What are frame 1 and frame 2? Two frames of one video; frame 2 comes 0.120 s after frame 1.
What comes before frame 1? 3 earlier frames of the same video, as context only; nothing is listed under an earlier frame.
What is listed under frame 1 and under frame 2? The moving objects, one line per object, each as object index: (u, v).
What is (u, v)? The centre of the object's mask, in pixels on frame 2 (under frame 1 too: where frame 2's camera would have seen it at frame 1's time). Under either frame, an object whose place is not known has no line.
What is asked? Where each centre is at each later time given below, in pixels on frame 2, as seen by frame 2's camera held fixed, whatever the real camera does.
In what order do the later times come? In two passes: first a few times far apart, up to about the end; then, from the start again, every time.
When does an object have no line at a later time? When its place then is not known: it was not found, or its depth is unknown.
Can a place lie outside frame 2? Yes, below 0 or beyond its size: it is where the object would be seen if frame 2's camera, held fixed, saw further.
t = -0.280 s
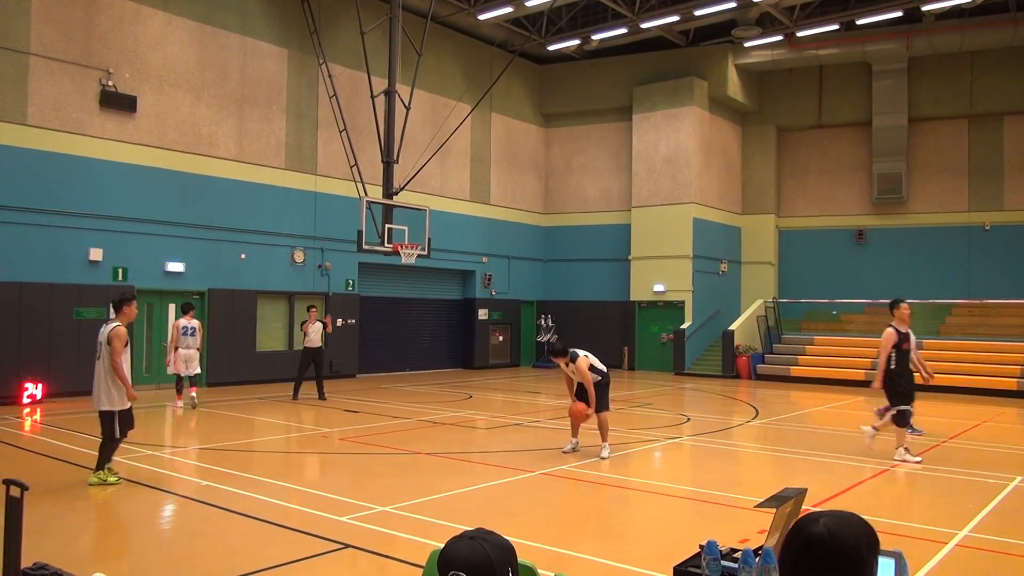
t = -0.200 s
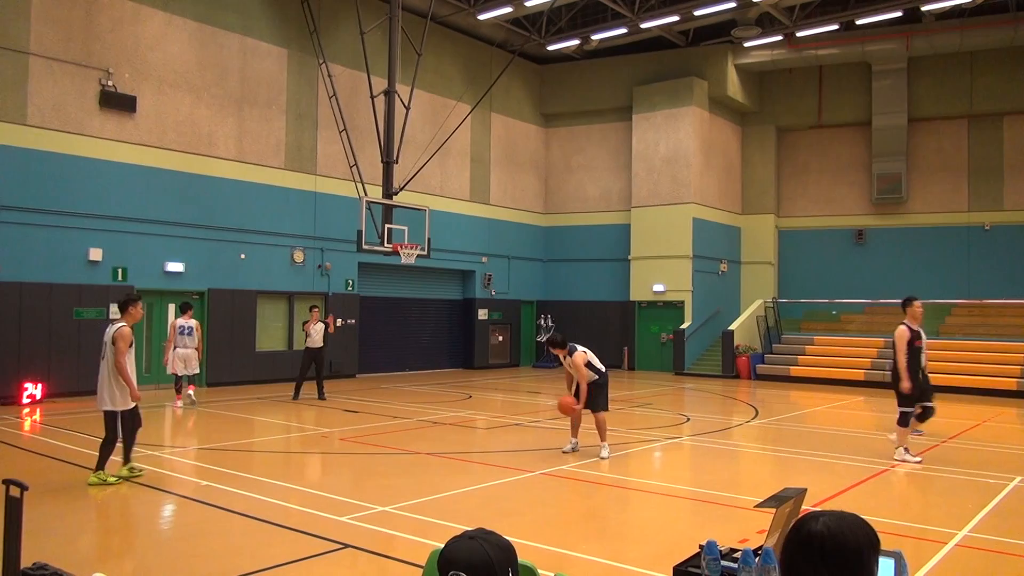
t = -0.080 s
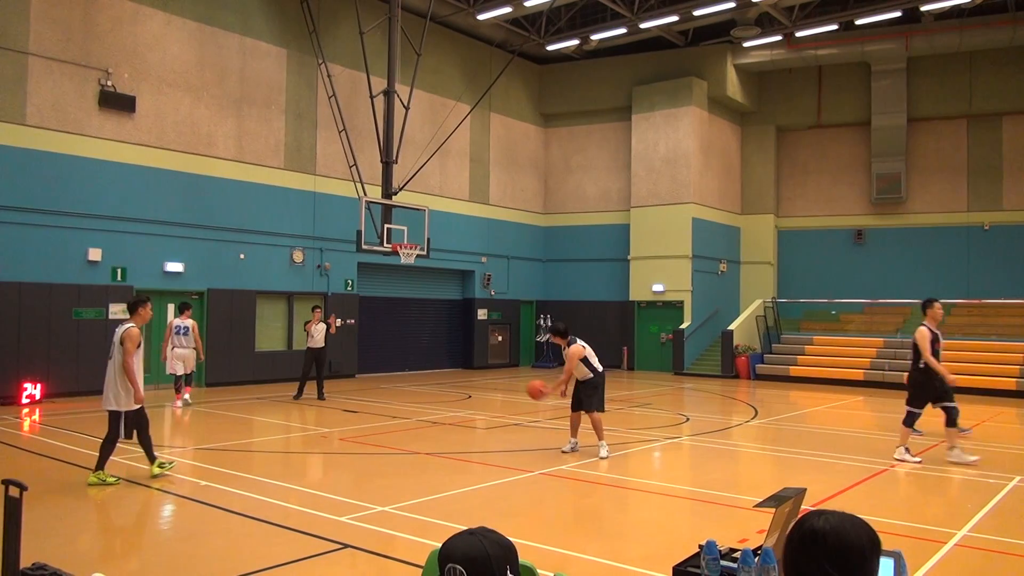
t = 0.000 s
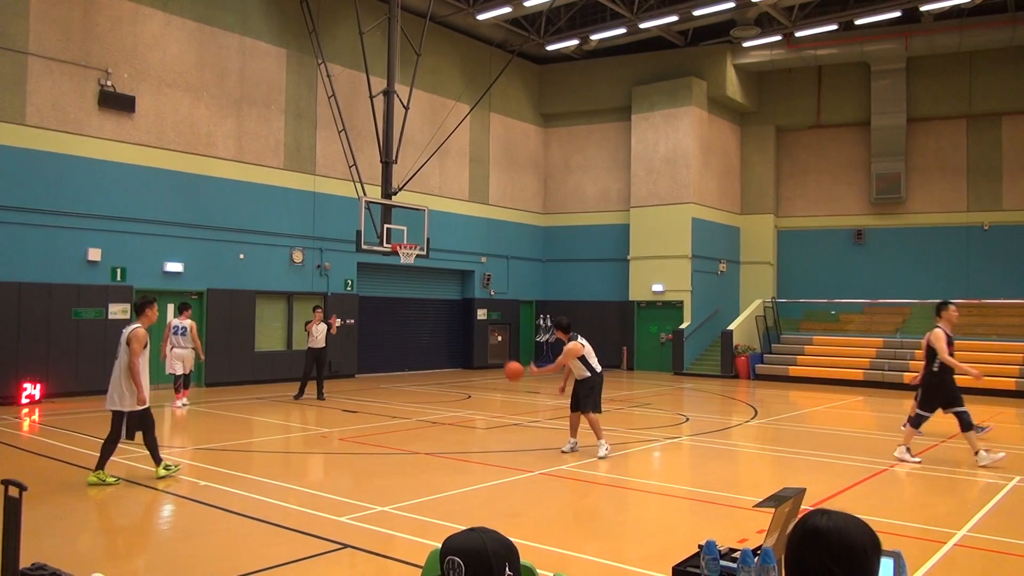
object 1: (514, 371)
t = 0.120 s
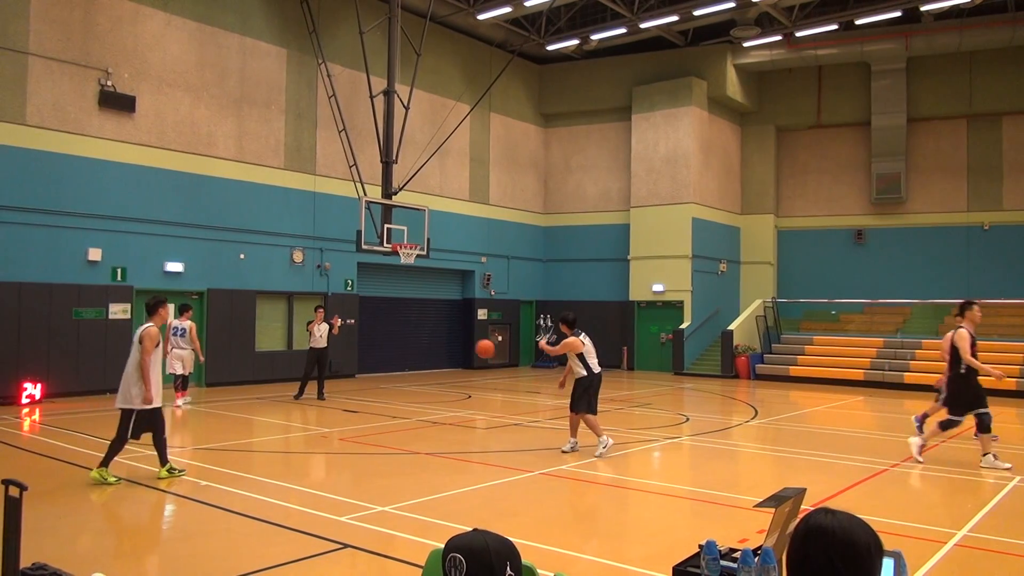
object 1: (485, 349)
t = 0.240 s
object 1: (458, 340)
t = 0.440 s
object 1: (421, 346)
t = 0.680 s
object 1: (382, 384)
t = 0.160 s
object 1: (476, 345)
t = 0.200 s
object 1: (467, 341)
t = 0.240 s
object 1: (458, 340)
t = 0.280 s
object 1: (450, 339)
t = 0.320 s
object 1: (443, 339)
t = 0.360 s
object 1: (435, 340)
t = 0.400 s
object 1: (428, 343)
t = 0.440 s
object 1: (421, 346)
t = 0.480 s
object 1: (414, 351)
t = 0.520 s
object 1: (407, 356)
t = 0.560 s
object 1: (400, 362)
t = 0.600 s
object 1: (394, 368)
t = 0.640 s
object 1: (388, 376)
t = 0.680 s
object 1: (382, 384)
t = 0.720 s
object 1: (376, 393)
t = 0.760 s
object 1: (369, 404)
